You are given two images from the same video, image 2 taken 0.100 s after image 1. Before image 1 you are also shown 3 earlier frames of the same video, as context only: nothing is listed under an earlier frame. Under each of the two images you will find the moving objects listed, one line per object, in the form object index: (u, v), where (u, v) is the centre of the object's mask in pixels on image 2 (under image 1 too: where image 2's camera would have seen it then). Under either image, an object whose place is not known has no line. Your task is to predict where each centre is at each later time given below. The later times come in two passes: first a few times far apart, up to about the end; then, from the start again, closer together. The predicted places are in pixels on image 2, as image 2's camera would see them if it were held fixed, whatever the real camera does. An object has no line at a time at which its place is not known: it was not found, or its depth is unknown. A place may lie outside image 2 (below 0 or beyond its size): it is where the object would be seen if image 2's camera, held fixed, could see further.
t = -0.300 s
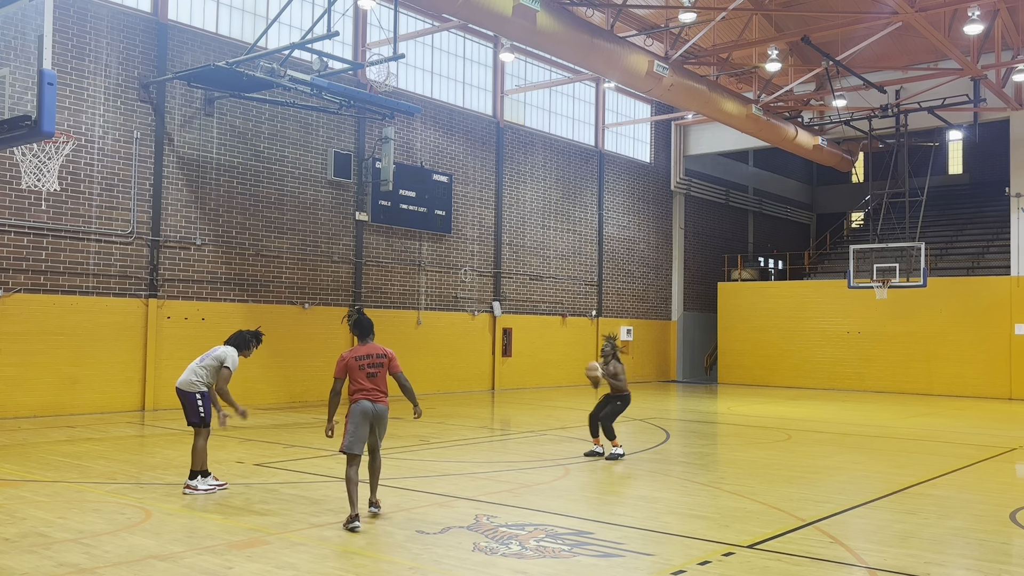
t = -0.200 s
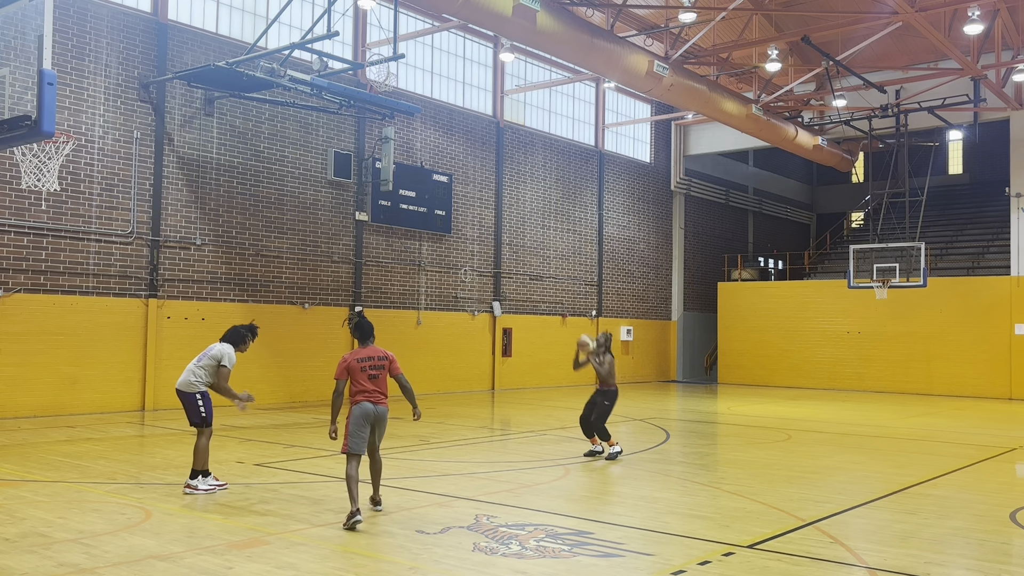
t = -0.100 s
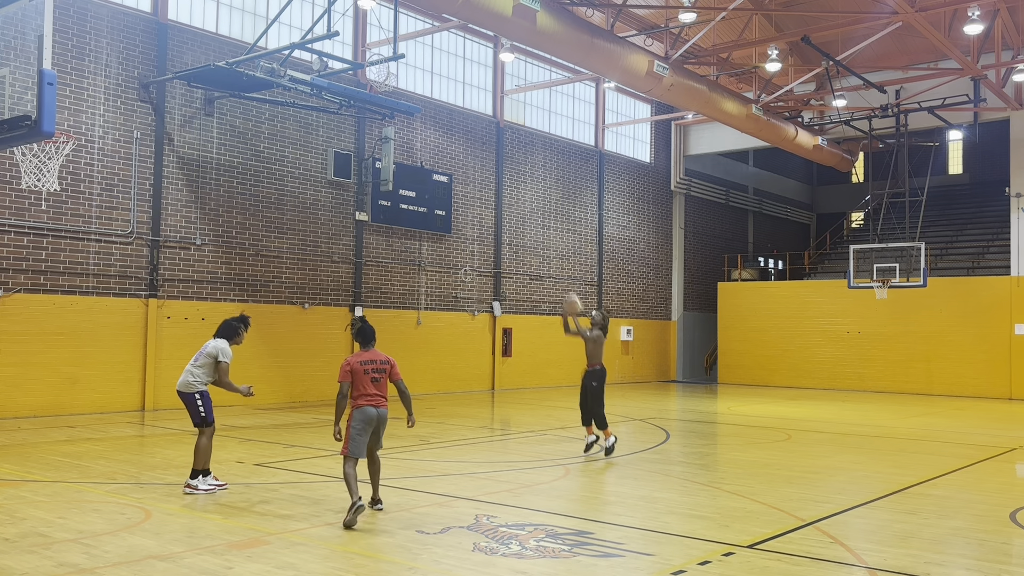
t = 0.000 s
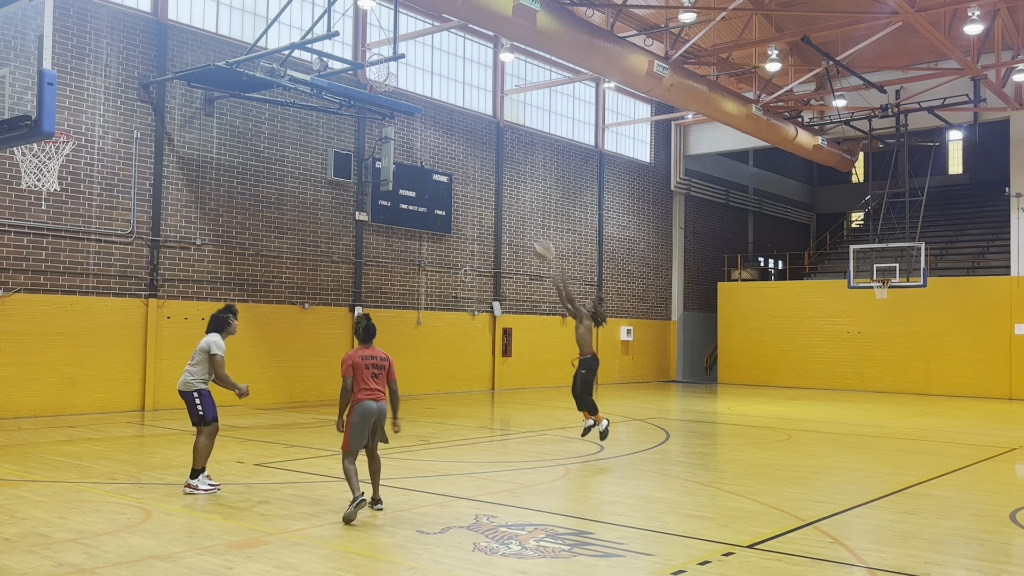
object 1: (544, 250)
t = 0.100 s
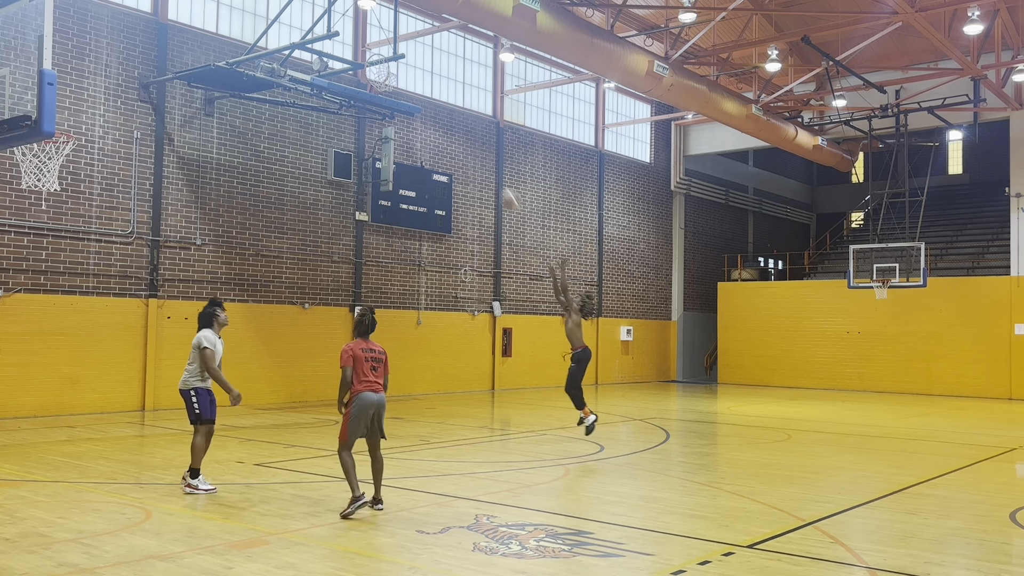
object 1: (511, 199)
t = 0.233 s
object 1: (464, 139)
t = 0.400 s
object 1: (397, 82)
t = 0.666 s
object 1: (273, 32)
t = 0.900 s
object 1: (141, 42)
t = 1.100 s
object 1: (21, 104)
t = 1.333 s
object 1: (122, 79)
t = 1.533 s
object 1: (191, 96)
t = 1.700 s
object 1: (242, 139)
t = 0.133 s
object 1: (499, 184)
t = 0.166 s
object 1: (488, 168)
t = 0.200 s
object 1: (476, 153)
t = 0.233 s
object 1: (464, 139)
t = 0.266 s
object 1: (451, 126)
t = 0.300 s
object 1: (439, 114)
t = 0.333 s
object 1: (427, 104)
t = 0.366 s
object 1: (413, 90)
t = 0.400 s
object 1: (397, 82)
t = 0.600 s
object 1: (307, 39)
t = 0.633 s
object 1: (290, 35)
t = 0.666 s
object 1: (273, 32)
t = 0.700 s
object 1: (255, 29)
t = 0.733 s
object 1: (236, 28)
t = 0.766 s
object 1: (219, 26)
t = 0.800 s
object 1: (202, 28)
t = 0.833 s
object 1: (180, 32)
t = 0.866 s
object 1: (161, 37)
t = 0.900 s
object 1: (141, 42)
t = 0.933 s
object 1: (120, 48)
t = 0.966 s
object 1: (99, 56)
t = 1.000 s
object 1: (75, 66)
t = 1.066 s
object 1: (23, 92)
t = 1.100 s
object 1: (21, 104)
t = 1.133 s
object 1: (29, 106)
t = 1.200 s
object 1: (71, 94)
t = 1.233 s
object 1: (83, 88)
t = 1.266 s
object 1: (96, 83)
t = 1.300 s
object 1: (109, 80)
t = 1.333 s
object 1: (122, 79)
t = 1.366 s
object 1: (135, 80)
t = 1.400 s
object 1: (146, 81)
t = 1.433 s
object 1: (157, 82)
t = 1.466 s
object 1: (169, 86)
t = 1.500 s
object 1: (181, 90)
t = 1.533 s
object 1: (191, 96)
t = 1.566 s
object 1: (201, 102)
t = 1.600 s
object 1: (212, 110)
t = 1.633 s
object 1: (222, 119)
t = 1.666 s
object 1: (232, 129)
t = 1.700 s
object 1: (242, 139)
